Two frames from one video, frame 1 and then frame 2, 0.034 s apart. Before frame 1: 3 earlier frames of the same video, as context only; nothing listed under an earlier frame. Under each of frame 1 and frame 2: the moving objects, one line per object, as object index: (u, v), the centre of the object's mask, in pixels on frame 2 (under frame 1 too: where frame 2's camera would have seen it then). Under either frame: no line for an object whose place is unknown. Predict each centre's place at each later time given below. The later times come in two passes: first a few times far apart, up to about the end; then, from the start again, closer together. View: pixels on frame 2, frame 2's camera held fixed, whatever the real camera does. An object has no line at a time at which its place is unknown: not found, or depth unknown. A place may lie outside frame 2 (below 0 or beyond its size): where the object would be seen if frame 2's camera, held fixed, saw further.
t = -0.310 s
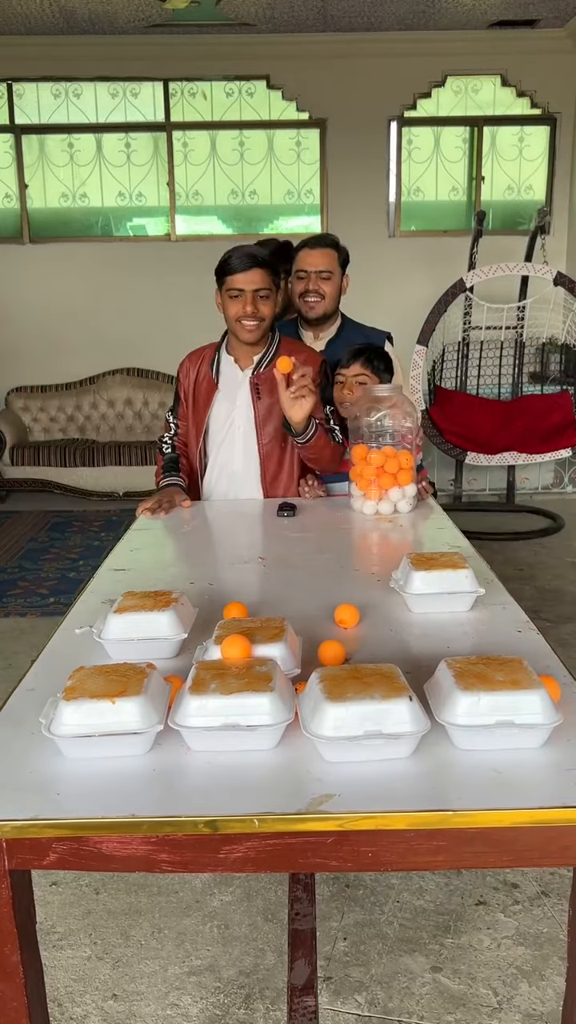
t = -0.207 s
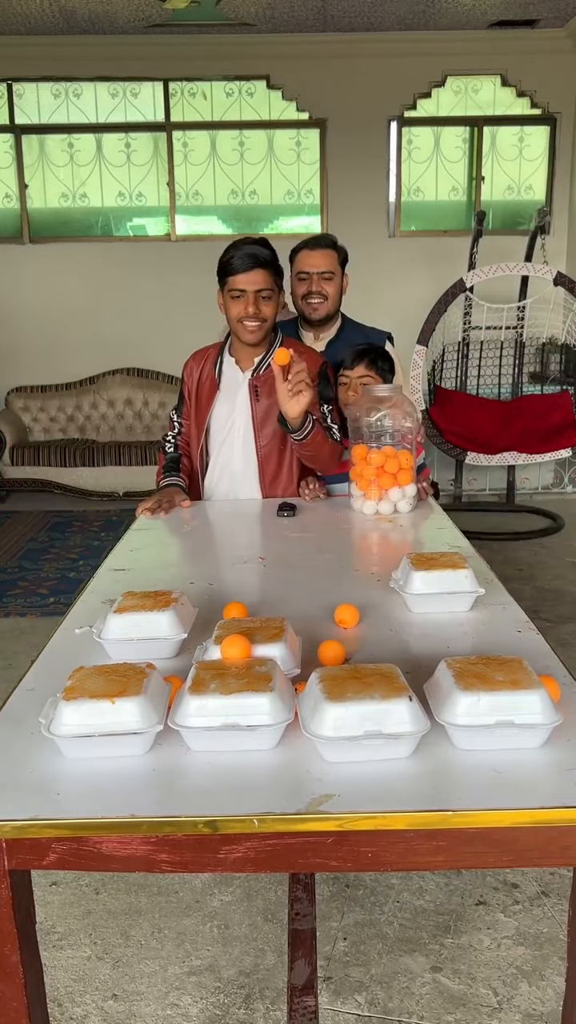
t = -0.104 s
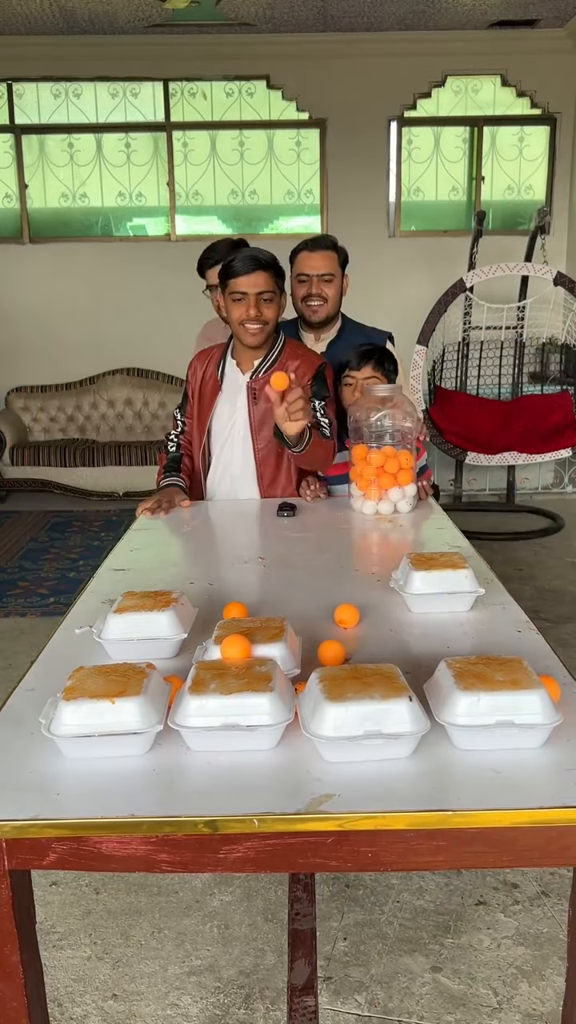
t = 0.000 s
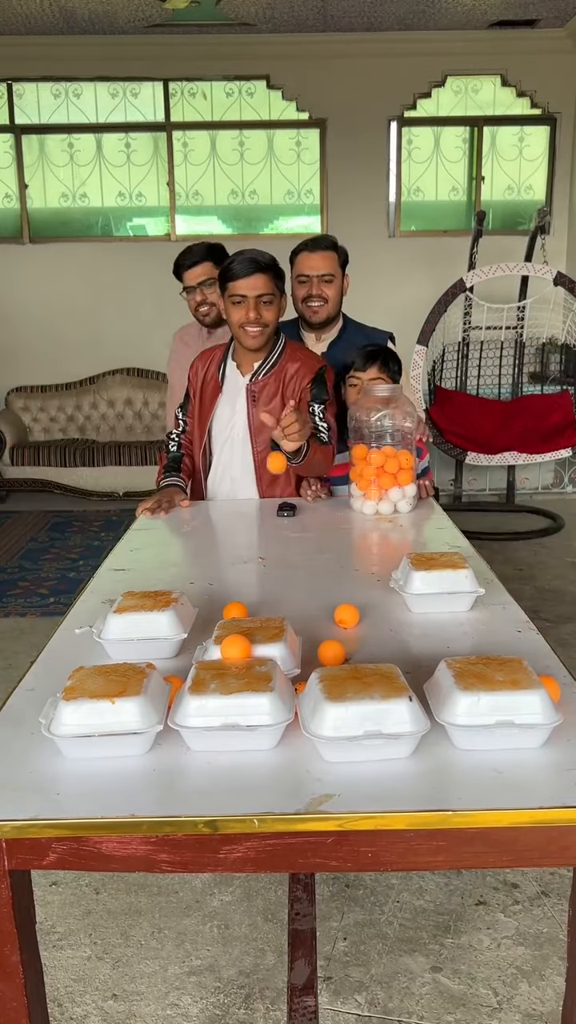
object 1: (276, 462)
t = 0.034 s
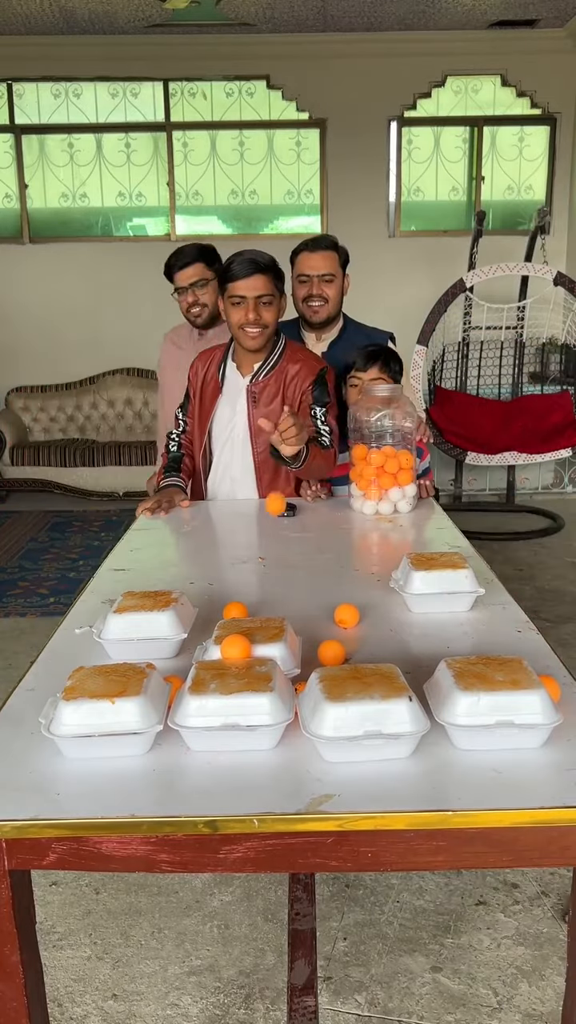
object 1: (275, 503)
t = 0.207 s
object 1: (261, 464)
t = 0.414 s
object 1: (240, 478)
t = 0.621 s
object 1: (225, 661)
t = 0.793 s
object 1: (225, 661)
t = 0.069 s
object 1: (274, 552)
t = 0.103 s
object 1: (272, 561)
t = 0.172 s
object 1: (264, 486)
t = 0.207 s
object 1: (261, 464)
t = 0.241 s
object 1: (257, 449)
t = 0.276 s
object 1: (254, 439)
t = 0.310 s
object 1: (250, 437)
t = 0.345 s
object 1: (247, 442)
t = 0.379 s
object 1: (243, 456)
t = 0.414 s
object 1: (240, 478)
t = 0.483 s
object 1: (233, 551)
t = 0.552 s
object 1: (227, 656)
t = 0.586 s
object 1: (225, 661)
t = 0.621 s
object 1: (225, 661)
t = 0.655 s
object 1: (225, 661)
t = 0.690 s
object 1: (225, 661)
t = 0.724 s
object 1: (225, 661)
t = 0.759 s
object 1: (225, 661)
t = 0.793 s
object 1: (225, 661)
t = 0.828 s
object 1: (225, 661)
